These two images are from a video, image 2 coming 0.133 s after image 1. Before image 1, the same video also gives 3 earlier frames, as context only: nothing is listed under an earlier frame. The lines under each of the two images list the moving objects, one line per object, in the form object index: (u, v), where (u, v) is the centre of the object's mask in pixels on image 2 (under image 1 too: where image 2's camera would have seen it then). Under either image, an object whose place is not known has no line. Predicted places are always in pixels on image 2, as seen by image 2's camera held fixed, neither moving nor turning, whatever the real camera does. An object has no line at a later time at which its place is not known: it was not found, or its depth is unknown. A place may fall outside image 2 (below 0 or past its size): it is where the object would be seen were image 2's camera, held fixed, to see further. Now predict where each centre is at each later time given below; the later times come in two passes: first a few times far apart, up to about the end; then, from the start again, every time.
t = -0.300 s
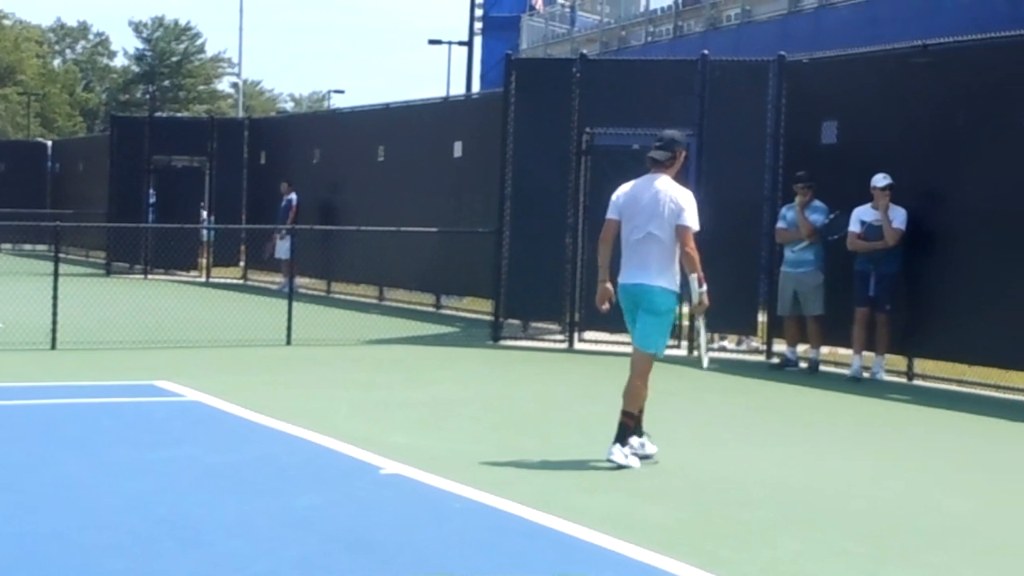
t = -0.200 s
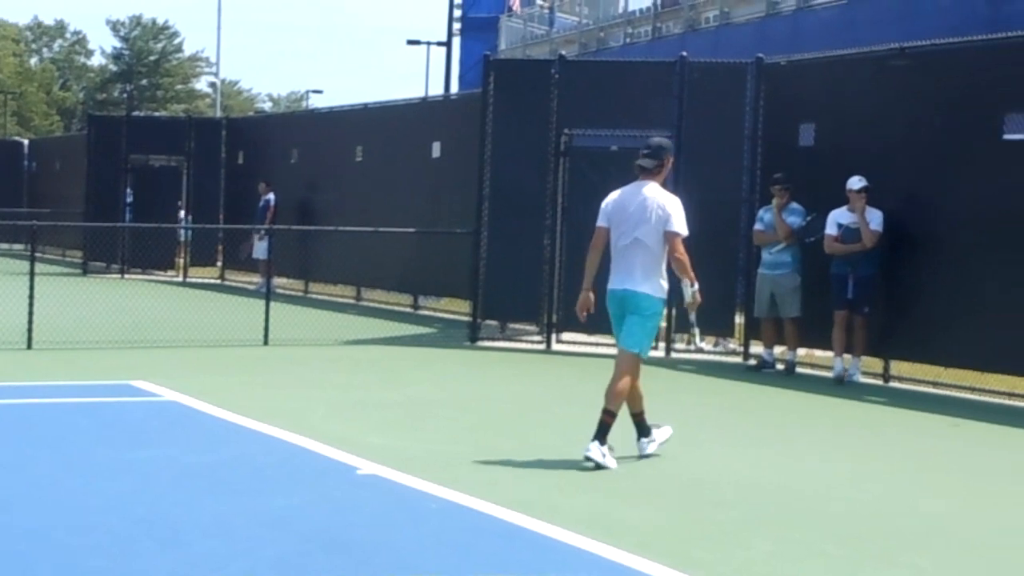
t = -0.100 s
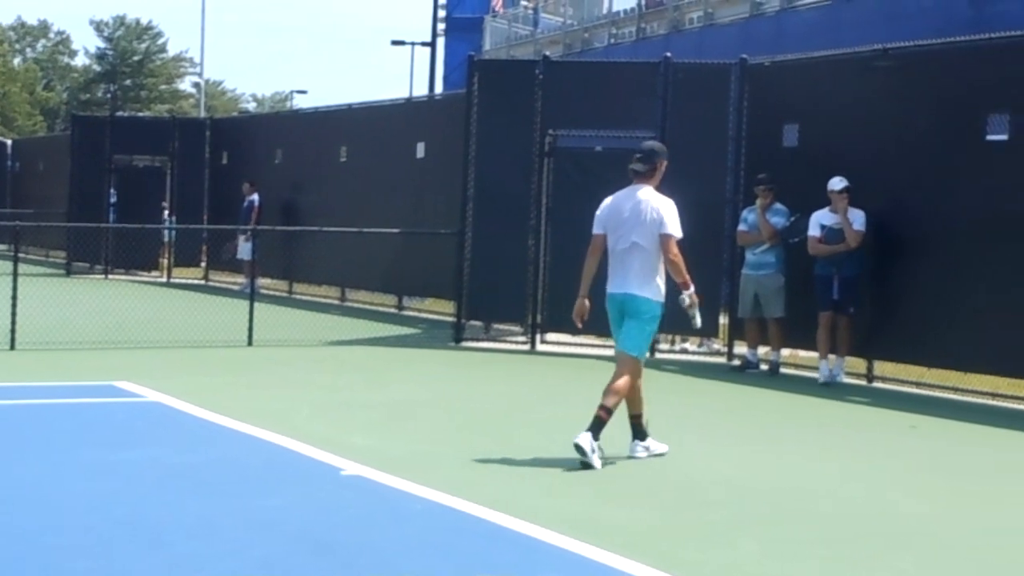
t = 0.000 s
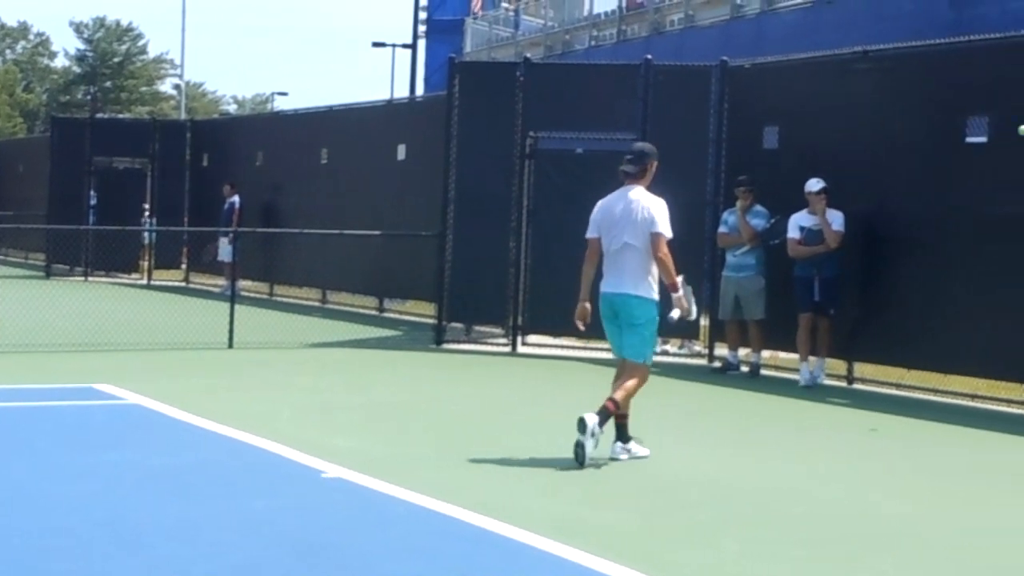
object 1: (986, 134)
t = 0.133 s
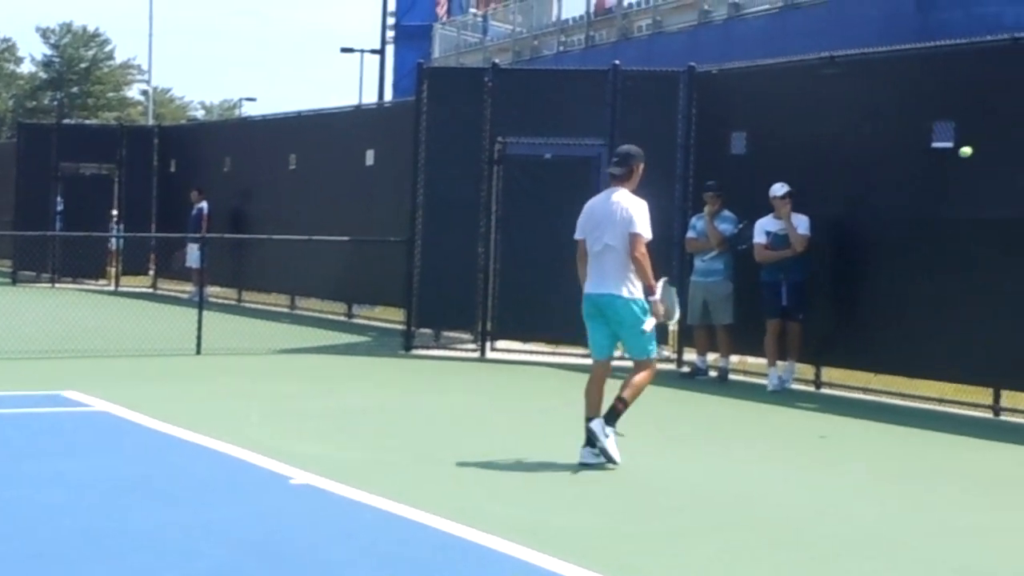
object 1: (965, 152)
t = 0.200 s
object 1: (952, 169)
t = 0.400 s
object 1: (910, 261)
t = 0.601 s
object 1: (865, 412)
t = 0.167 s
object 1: (959, 159)
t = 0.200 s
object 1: (952, 169)
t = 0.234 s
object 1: (946, 179)
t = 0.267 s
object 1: (938, 193)
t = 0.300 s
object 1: (931, 208)
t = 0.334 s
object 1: (925, 224)
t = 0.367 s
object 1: (917, 242)
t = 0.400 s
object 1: (910, 261)
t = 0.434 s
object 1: (902, 282)
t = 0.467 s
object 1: (895, 305)
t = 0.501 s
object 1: (887, 329)
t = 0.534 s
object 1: (880, 355)
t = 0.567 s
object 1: (873, 381)
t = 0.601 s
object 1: (865, 412)
